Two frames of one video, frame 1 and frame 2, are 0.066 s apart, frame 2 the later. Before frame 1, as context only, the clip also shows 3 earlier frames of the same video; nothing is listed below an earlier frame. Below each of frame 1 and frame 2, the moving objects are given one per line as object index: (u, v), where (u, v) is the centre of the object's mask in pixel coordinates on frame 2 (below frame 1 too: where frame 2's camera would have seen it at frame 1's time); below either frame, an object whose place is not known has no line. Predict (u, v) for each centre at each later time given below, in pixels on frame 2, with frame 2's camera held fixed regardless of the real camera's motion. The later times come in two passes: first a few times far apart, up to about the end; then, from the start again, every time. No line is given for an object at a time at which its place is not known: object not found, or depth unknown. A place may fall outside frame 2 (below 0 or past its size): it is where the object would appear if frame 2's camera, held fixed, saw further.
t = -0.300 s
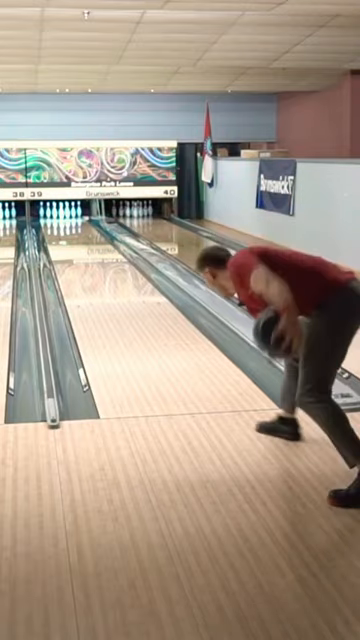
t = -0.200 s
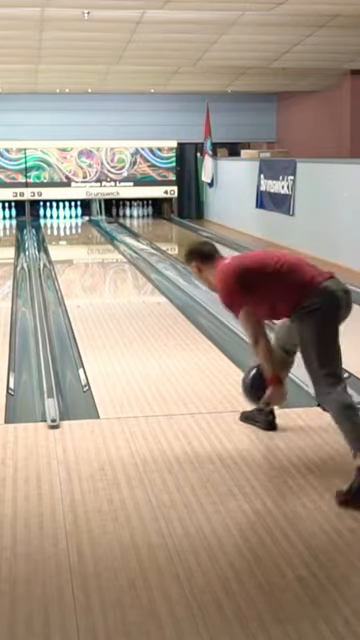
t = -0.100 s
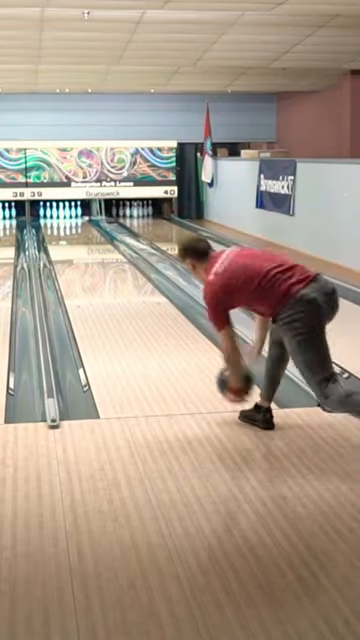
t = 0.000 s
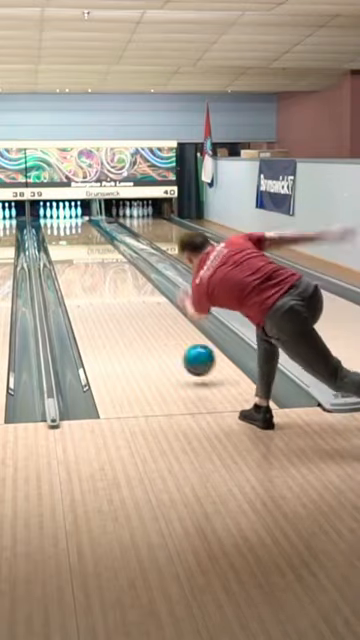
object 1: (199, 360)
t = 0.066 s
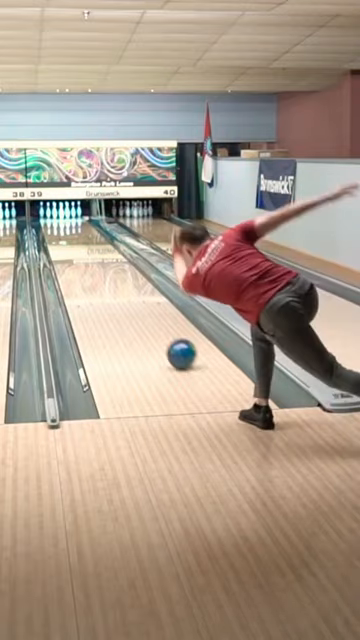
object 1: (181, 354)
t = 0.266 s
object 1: (144, 322)
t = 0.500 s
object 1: (112, 293)
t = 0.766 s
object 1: (87, 271)
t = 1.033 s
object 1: (71, 255)
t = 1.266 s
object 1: (61, 244)
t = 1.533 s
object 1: (53, 235)
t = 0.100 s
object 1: (174, 347)
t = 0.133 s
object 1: (166, 341)
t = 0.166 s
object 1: (159, 335)
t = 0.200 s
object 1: (153, 330)
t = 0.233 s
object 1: (147, 324)
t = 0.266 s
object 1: (144, 322)
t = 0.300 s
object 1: (139, 317)
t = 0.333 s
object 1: (134, 312)
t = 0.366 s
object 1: (129, 308)
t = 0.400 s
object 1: (124, 304)
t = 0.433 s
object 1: (120, 300)
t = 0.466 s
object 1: (116, 296)
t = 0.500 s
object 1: (112, 293)
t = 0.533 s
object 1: (109, 290)
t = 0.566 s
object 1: (105, 287)
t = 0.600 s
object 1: (101, 284)
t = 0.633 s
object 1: (98, 281)
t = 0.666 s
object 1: (96, 278)
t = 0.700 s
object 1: (93, 276)
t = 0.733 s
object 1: (90, 273)
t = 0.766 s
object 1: (87, 271)
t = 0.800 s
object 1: (85, 268)
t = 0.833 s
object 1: (83, 266)
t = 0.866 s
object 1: (81, 264)
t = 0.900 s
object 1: (78, 262)
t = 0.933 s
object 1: (76, 260)
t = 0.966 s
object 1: (74, 258)
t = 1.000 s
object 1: (72, 257)
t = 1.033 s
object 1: (71, 255)
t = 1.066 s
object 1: (69, 253)
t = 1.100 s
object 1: (67, 251)
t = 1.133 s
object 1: (66, 250)
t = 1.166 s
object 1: (64, 248)
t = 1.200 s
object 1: (63, 247)
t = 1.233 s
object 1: (62, 246)
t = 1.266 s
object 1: (61, 244)
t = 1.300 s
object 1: (60, 244)
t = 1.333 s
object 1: (58, 242)
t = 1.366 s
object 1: (57, 241)
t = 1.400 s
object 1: (56, 239)
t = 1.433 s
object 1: (55, 238)
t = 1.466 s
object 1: (54, 237)
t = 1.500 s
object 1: (53, 236)
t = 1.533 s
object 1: (53, 235)
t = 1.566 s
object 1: (53, 234)
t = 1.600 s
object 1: (52, 233)
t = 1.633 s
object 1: (51, 232)
